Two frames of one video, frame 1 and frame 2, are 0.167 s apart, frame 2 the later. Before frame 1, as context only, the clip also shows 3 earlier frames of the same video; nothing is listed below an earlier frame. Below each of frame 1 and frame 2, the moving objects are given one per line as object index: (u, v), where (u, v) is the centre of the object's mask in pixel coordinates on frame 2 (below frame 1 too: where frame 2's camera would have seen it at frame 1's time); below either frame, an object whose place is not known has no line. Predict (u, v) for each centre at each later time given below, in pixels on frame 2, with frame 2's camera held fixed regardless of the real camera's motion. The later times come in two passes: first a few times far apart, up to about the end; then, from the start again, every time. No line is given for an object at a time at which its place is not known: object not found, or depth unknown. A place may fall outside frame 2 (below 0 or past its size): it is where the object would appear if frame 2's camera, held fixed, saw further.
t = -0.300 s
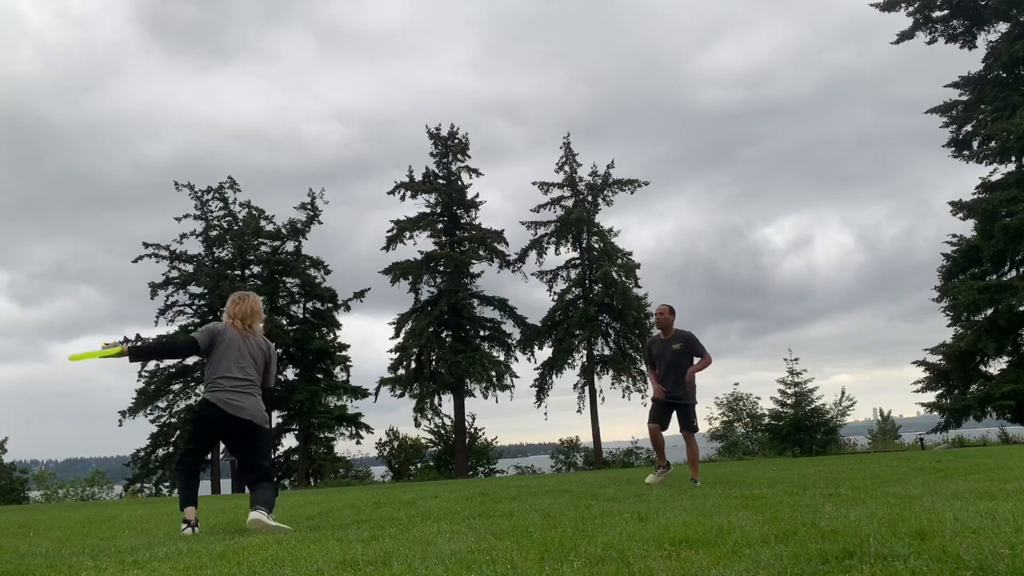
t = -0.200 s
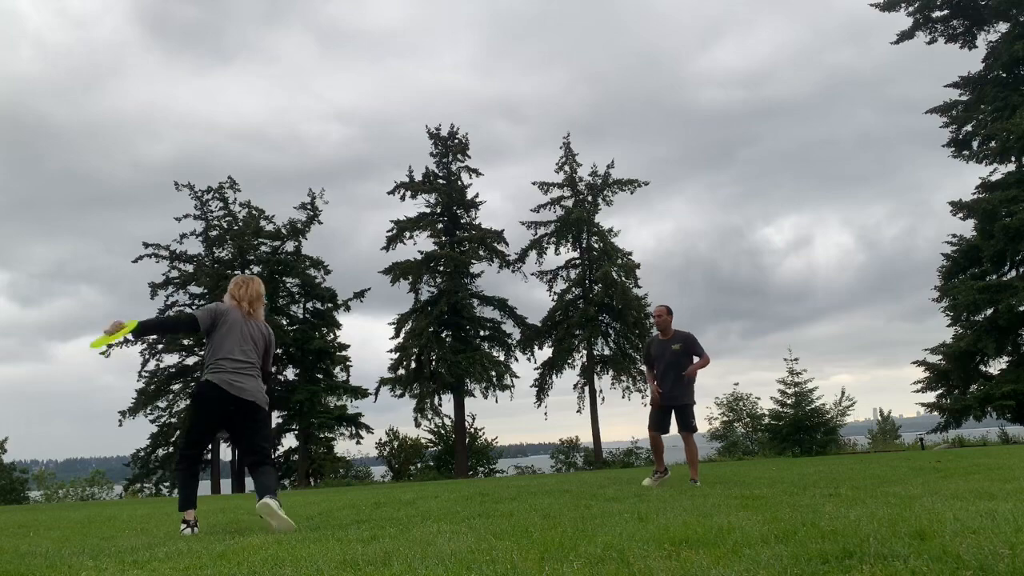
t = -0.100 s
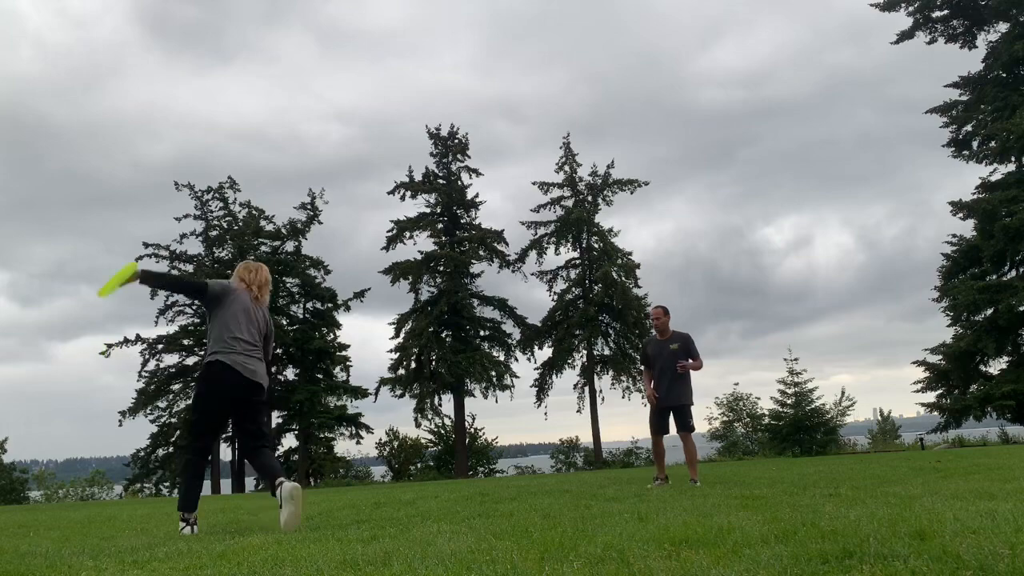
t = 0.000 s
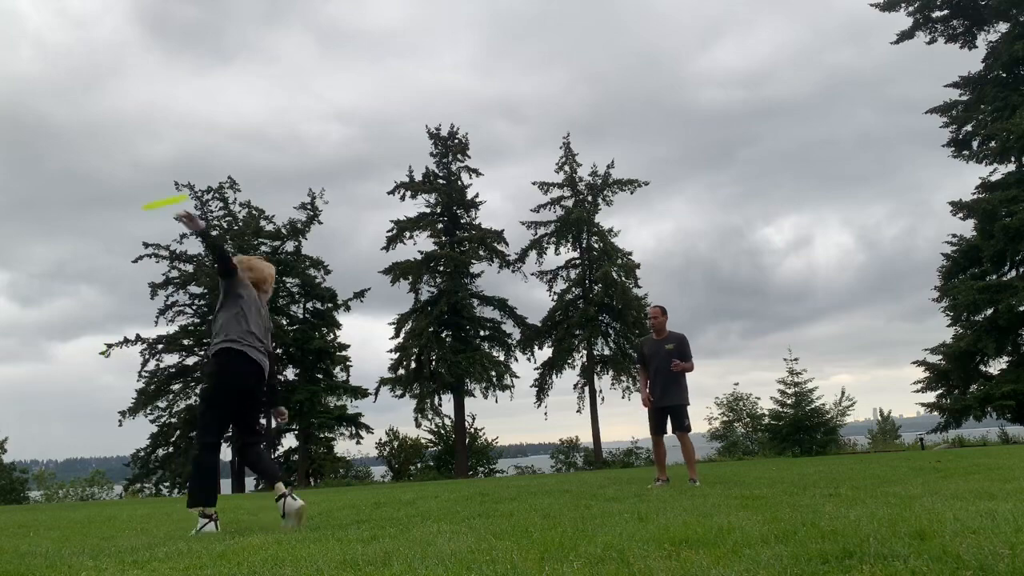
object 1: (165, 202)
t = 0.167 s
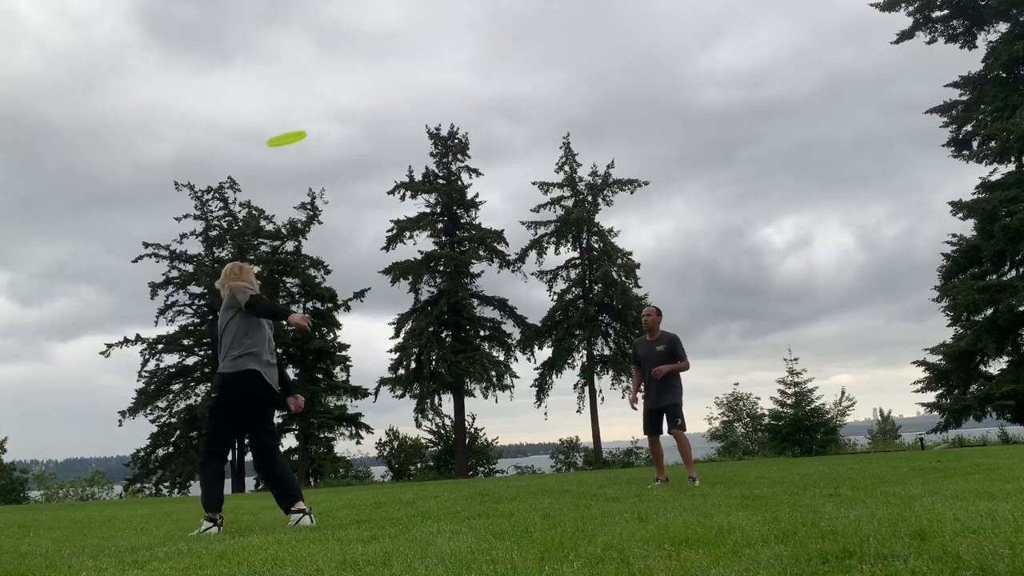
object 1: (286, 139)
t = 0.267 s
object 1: (348, 131)
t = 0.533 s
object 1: (479, 164)
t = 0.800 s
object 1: (579, 240)
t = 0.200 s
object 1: (307, 135)
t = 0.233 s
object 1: (329, 132)
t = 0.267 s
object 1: (348, 131)
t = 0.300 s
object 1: (367, 131)
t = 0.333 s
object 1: (385, 133)
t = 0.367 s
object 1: (403, 136)
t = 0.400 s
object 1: (419, 140)
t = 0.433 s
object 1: (436, 144)
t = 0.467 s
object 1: (451, 150)
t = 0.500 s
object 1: (465, 157)
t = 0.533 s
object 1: (479, 164)
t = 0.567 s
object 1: (494, 172)
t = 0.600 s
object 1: (507, 179)
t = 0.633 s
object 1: (521, 188)
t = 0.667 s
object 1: (533, 197)
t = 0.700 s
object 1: (545, 207)
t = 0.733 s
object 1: (556, 218)
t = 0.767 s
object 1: (568, 228)
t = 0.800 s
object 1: (579, 240)
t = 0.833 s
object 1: (590, 252)
